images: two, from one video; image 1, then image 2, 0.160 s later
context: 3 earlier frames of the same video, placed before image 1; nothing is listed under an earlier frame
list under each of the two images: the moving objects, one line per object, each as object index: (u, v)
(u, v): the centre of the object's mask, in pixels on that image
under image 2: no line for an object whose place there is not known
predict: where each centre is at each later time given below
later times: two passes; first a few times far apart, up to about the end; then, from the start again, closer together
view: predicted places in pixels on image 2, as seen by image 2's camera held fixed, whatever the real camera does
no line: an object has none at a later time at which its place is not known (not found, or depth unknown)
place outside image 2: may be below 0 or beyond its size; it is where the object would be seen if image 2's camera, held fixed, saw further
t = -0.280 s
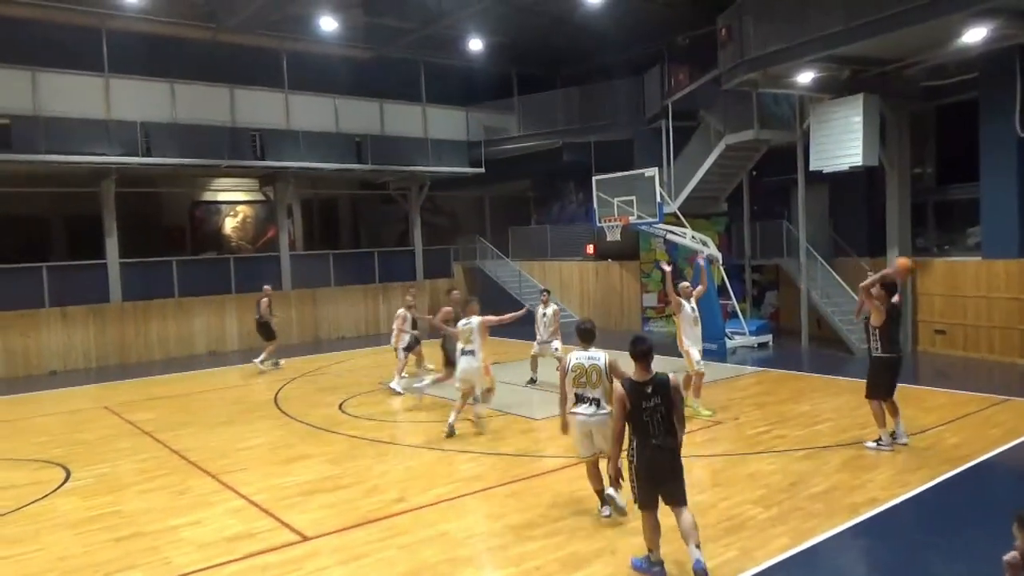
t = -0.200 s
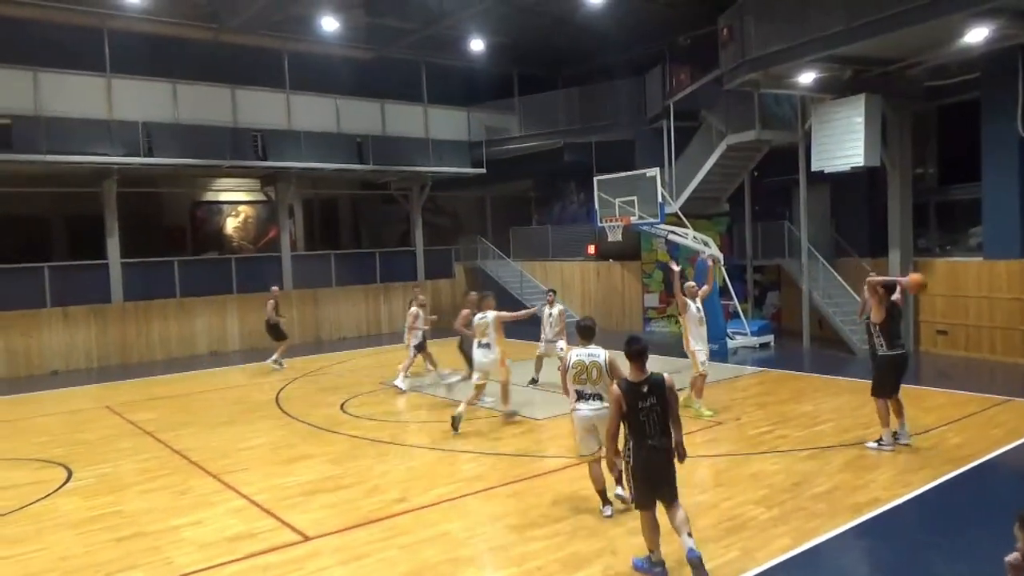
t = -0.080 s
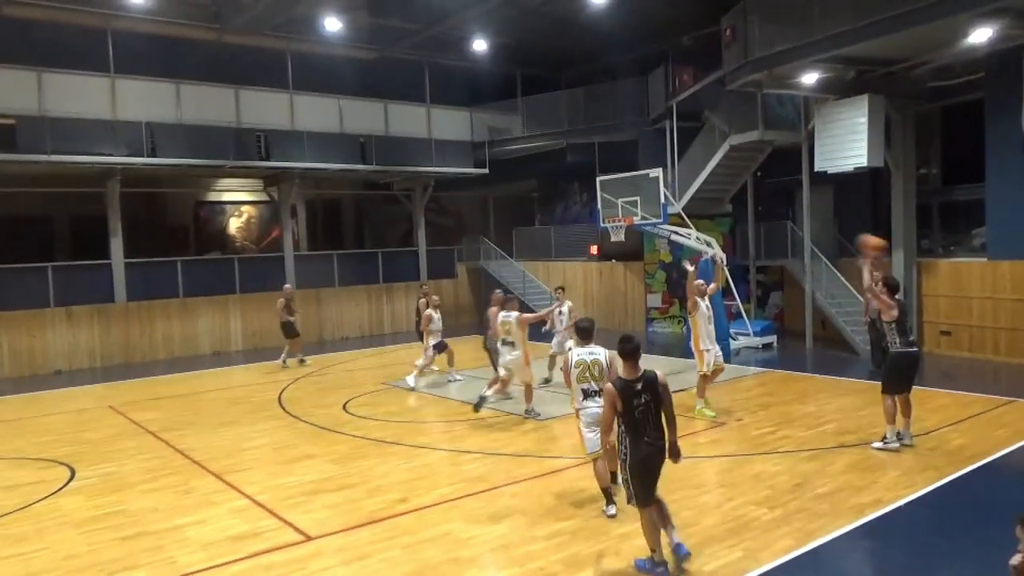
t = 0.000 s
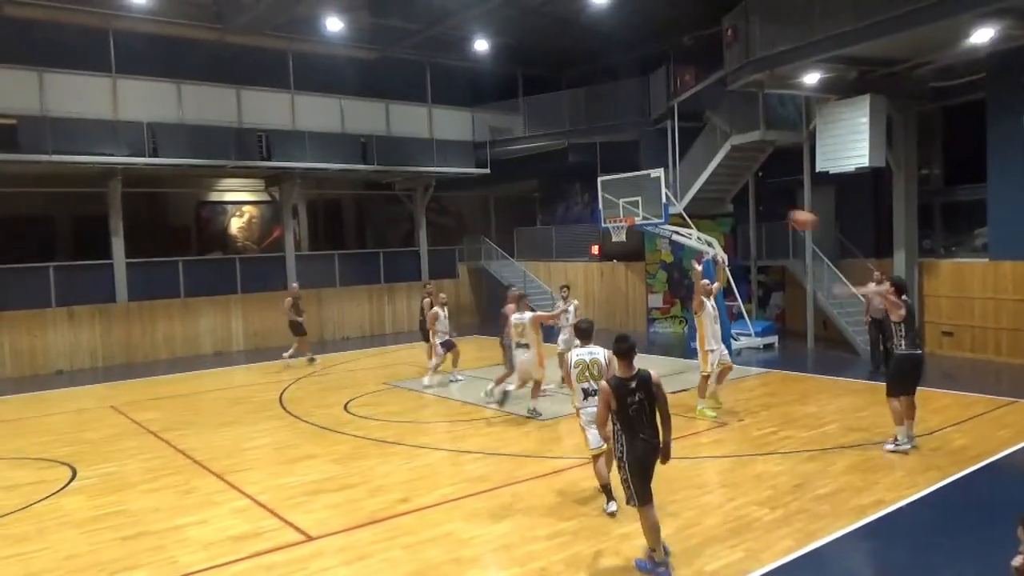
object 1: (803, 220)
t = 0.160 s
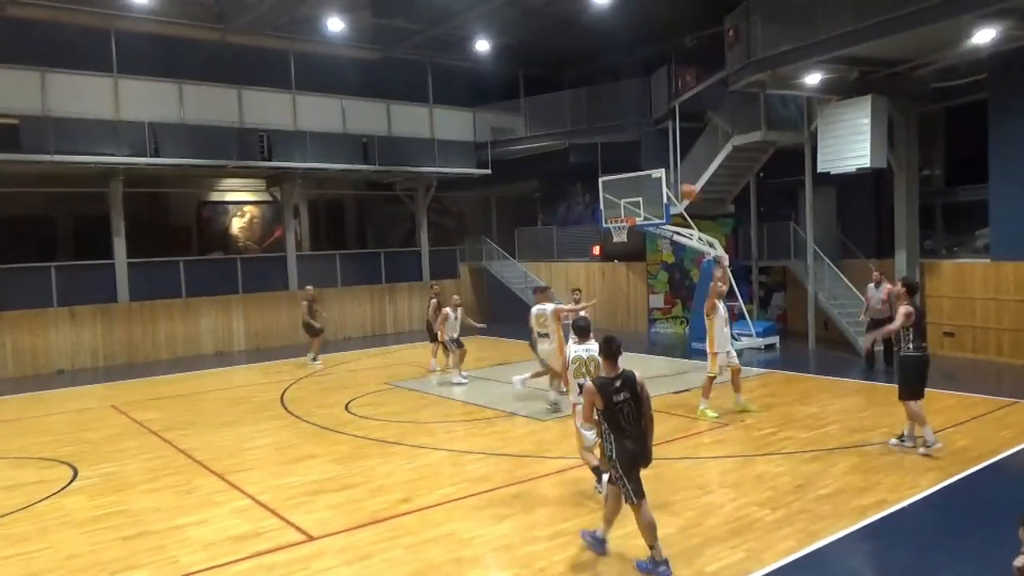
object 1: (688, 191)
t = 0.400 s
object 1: (565, 188)
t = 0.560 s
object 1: (505, 202)
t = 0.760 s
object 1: (445, 232)
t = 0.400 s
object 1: (565, 188)
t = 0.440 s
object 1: (550, 190)
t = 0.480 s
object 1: (534, 193)
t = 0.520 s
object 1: (519, 197)
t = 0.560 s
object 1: (505, 202)
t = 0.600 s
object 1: (492, 207)
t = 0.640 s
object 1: (479, 212)
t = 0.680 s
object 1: (467, 218)
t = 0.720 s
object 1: (456, 225)
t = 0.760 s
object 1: (445, 232)
